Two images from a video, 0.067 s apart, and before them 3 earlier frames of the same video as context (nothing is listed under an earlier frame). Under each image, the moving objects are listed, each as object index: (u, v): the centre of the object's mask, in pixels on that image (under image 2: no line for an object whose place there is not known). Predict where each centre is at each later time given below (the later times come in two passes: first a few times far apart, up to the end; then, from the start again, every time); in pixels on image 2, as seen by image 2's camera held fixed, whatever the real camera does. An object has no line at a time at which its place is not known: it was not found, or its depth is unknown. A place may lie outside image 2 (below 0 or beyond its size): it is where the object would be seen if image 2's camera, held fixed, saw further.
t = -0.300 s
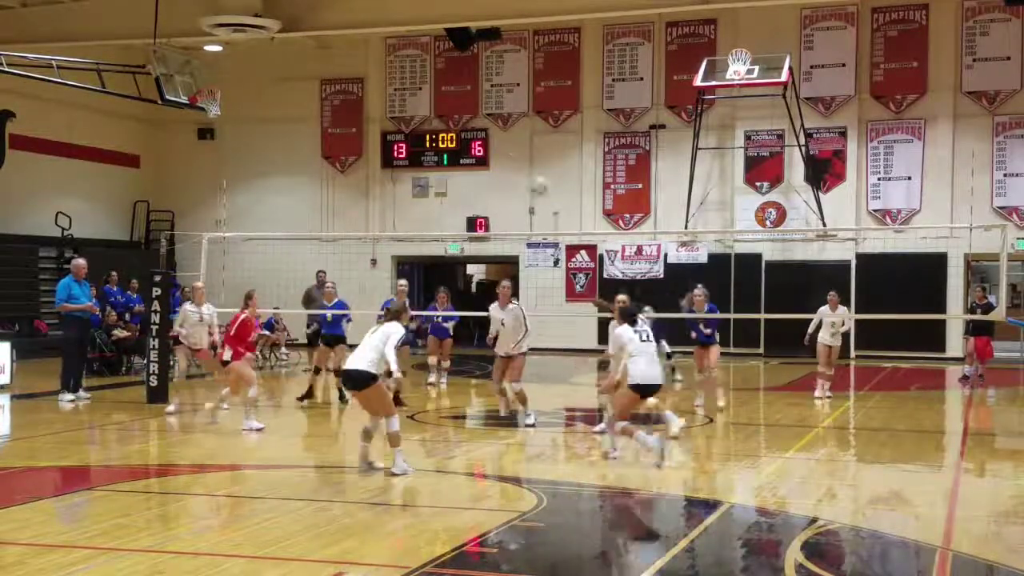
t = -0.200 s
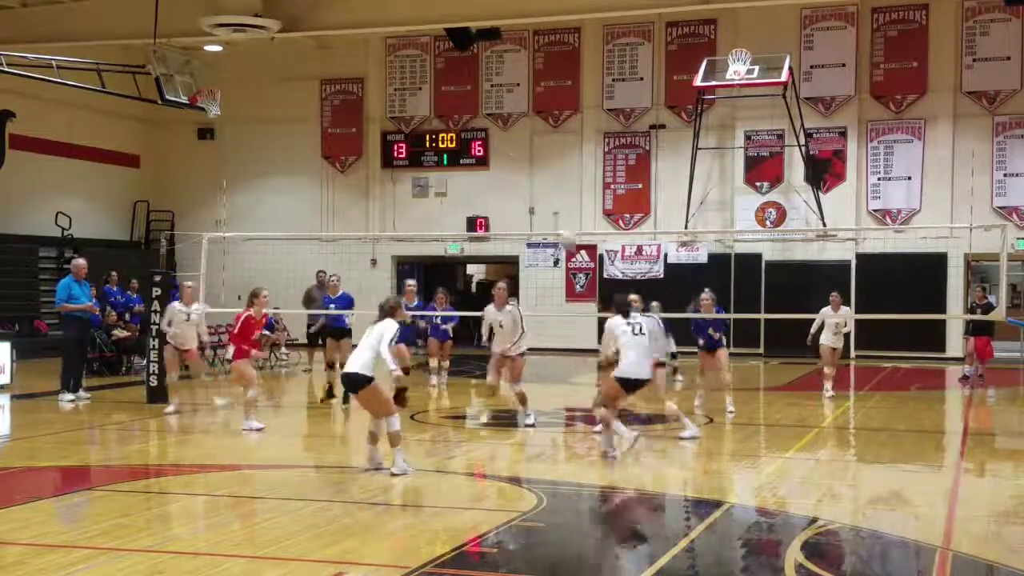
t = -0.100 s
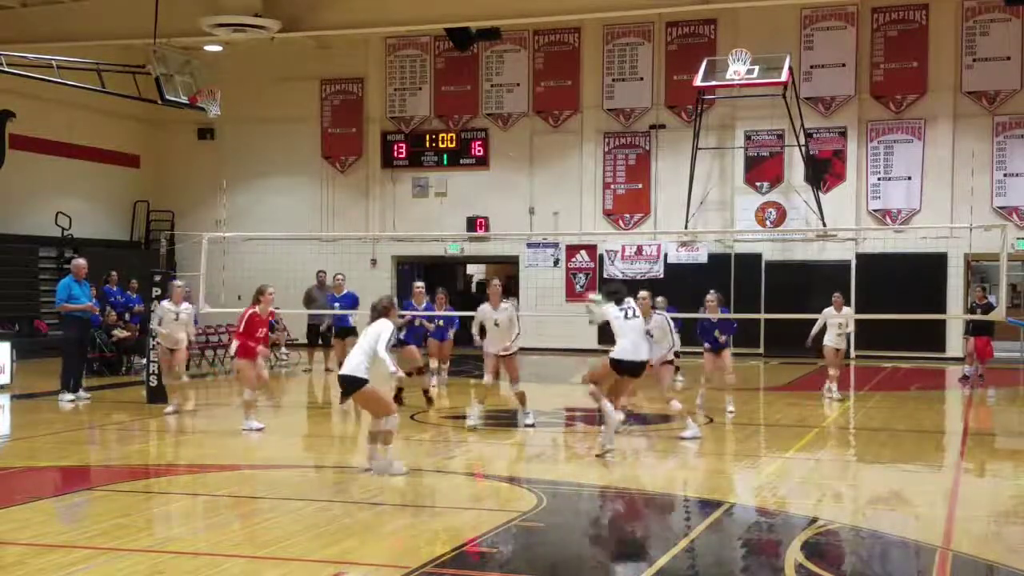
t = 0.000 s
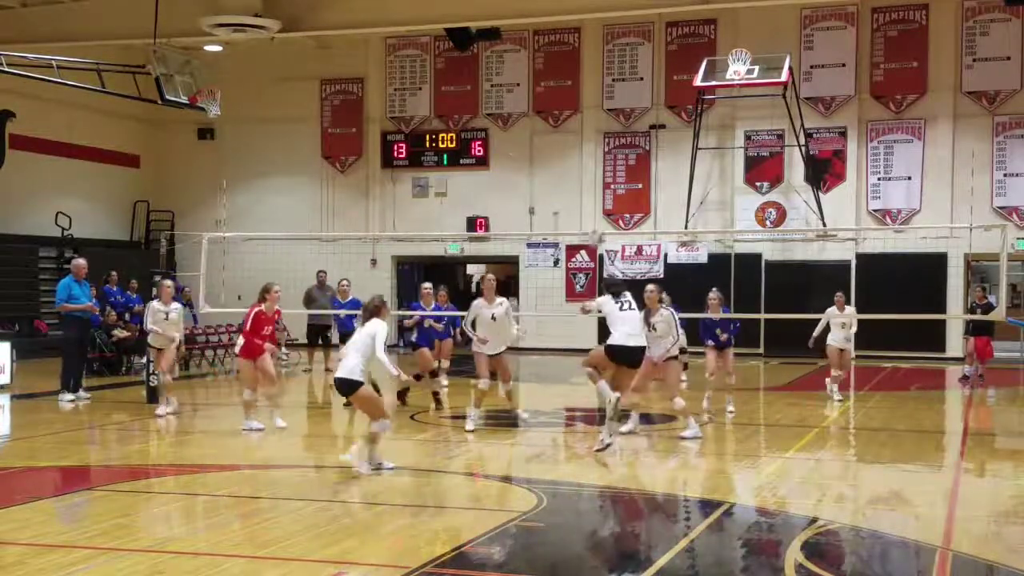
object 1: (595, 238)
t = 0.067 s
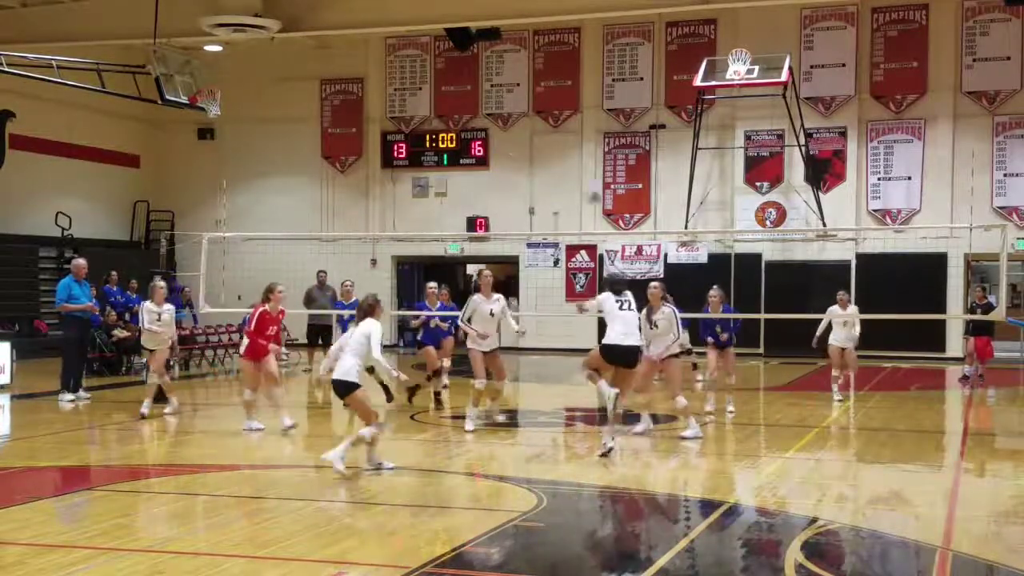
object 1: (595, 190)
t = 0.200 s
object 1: (591, 118)
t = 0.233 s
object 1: (589, 101)
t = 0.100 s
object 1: (593, 171)
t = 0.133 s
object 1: (591, 152)
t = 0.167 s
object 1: (590, 132)
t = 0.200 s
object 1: (591, 118)
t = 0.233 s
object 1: (589, 101)
